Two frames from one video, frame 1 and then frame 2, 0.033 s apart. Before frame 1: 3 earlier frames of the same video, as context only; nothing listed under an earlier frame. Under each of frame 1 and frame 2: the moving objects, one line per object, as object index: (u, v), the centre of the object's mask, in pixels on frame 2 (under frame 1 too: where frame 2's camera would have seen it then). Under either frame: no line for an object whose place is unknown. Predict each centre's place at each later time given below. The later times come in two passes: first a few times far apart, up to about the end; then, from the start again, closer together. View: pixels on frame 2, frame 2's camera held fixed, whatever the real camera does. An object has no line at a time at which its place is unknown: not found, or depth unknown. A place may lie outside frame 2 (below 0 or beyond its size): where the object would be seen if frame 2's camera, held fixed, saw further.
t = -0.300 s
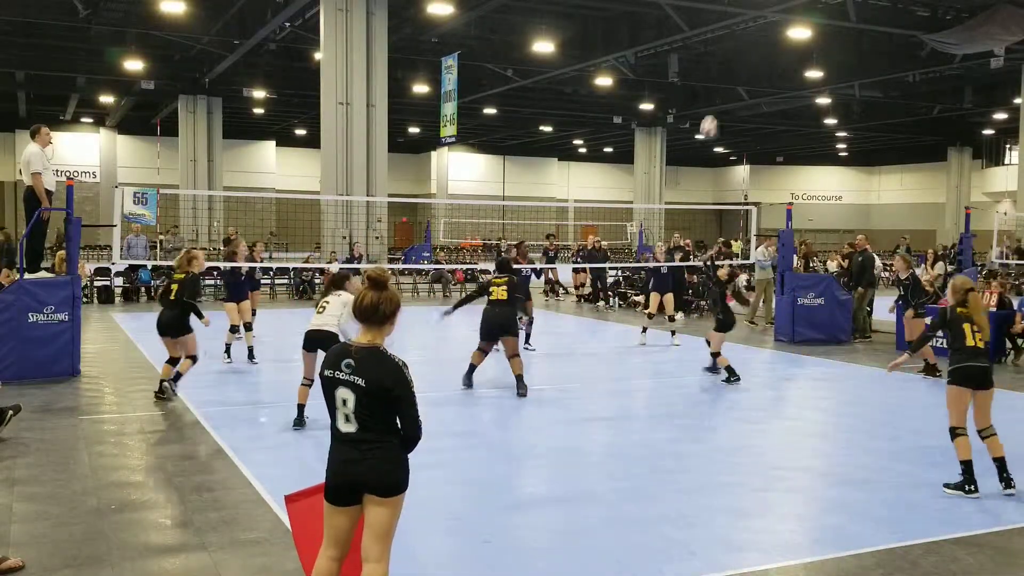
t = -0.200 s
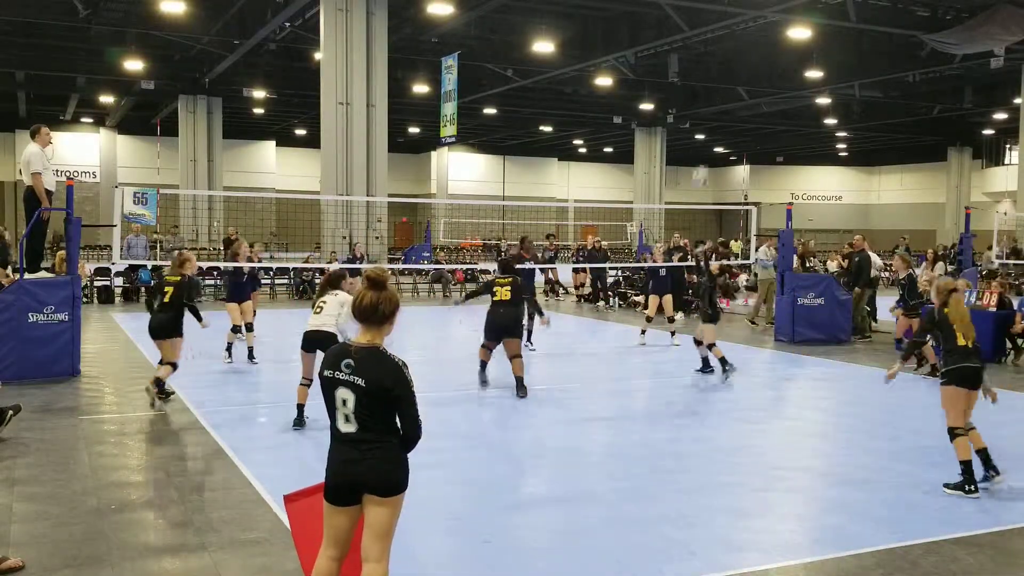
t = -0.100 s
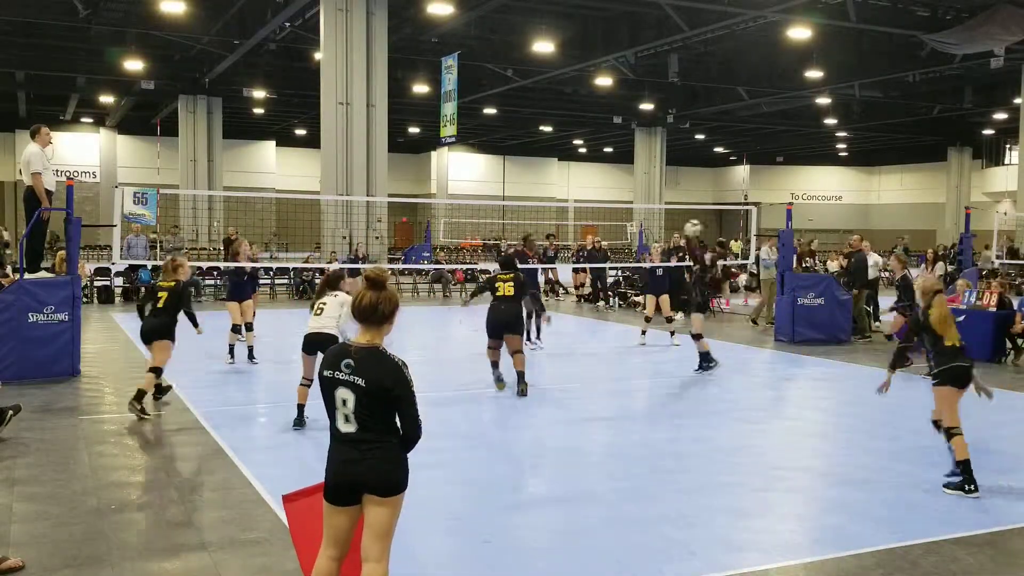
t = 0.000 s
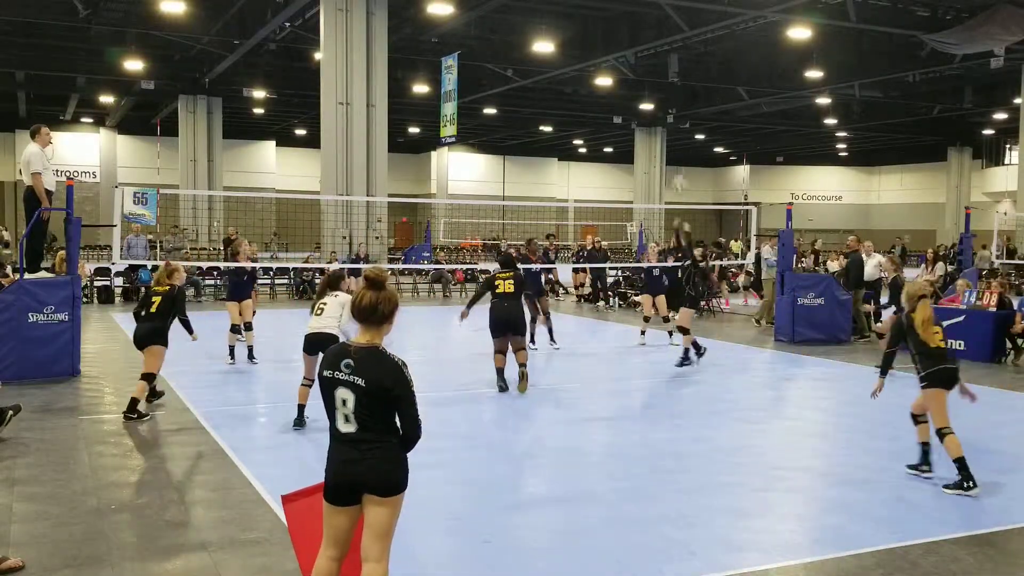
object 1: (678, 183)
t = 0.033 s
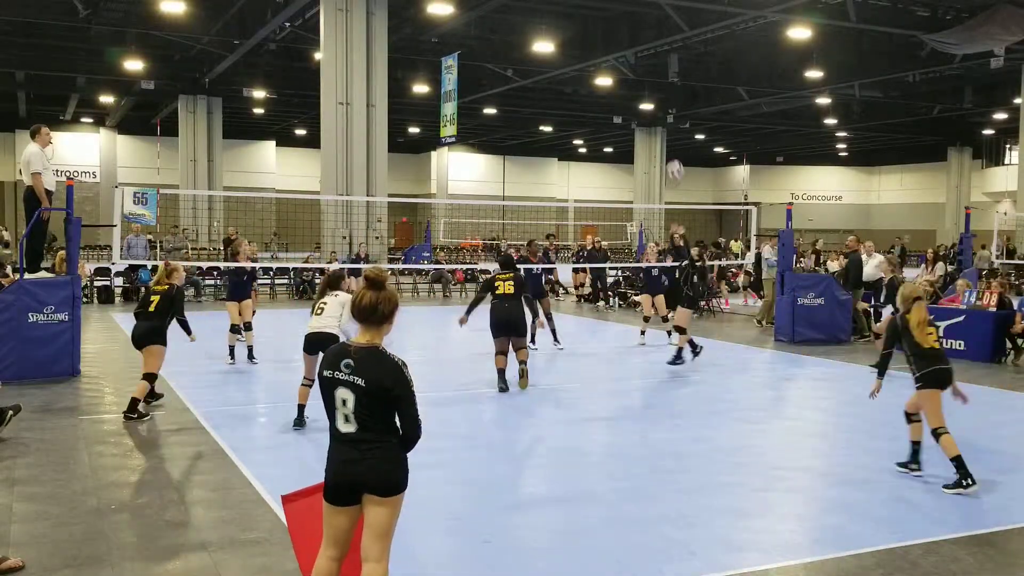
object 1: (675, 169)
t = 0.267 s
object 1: (643, 92)
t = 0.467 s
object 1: (616, 57)
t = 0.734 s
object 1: (578, 61)
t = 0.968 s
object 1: (544, 110)
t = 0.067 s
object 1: (672, 155)
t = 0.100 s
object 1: (667, 142)
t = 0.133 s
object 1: (662, 130)
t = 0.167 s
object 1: (657, 120)
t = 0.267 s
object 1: (643, 92)
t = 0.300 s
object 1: (639, 84)
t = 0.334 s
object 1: (635, 77)
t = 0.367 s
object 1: (630, 71)
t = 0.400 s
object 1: (625, 65)
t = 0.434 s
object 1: (621, 60)
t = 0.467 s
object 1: (616, 57)
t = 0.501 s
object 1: (611, 55)
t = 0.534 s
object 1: (607, 53)
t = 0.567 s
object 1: (602, 52)
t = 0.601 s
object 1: (597, 52)
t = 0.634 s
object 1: (592, 53)
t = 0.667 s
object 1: (587, 55)
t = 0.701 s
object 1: (583, 57)
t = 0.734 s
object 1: (578, 61)
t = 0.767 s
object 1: (573, 65)
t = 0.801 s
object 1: (569, 70)
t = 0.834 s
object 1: (564, 76)
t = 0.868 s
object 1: (559, 83)
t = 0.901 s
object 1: (554, 92)
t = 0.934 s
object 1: (549, 100)
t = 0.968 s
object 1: (544, 110)
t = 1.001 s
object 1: (539, 120)
